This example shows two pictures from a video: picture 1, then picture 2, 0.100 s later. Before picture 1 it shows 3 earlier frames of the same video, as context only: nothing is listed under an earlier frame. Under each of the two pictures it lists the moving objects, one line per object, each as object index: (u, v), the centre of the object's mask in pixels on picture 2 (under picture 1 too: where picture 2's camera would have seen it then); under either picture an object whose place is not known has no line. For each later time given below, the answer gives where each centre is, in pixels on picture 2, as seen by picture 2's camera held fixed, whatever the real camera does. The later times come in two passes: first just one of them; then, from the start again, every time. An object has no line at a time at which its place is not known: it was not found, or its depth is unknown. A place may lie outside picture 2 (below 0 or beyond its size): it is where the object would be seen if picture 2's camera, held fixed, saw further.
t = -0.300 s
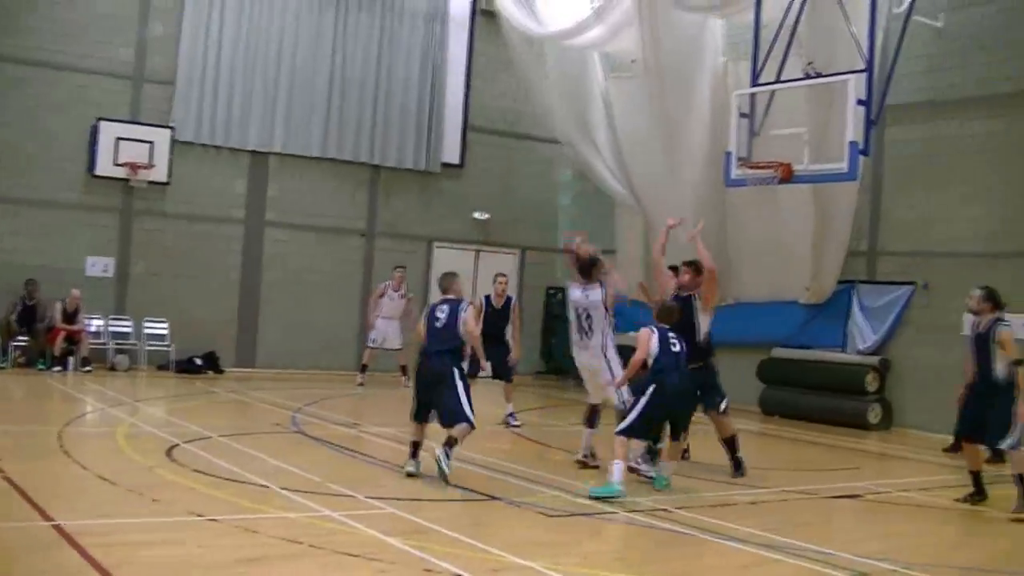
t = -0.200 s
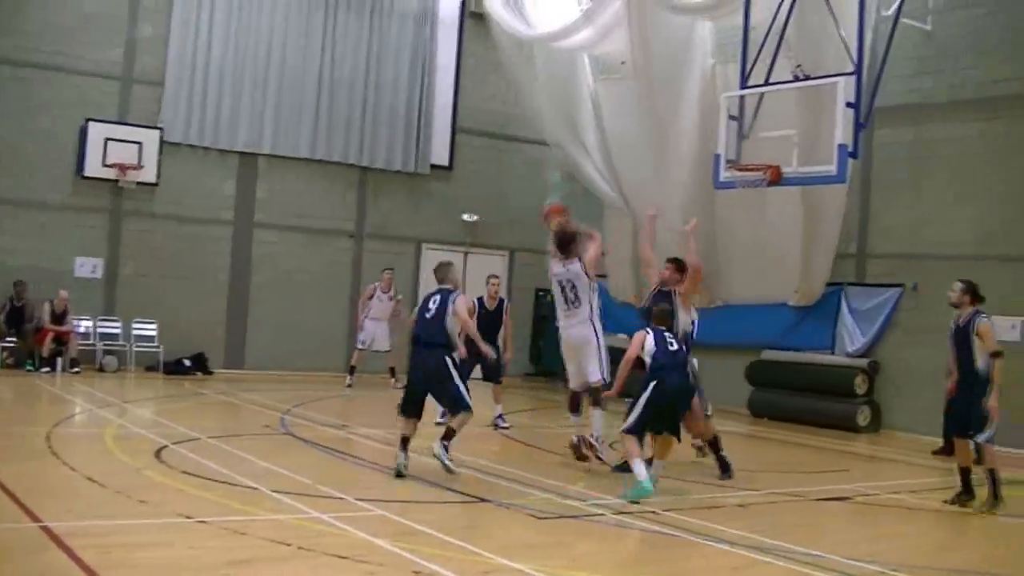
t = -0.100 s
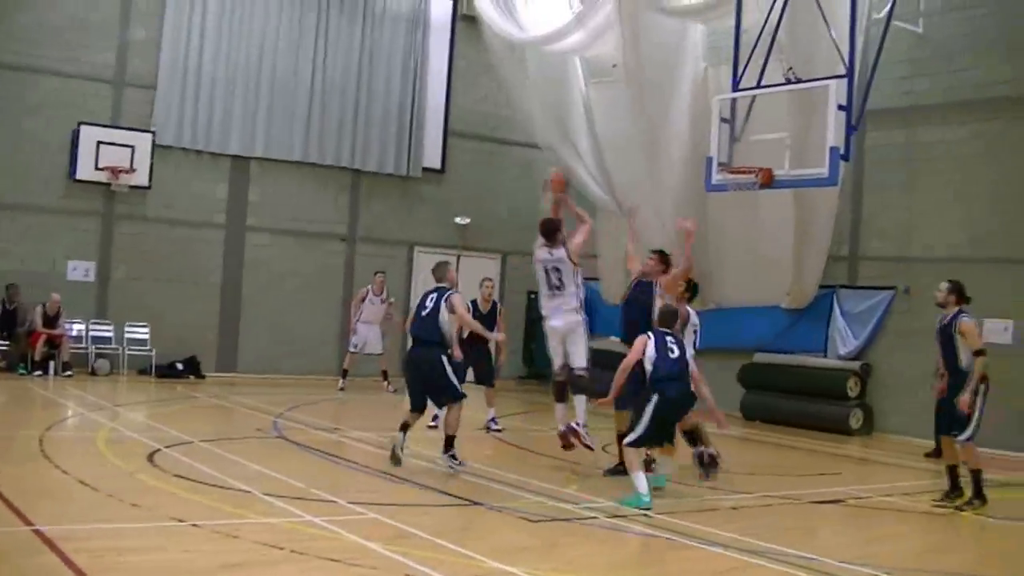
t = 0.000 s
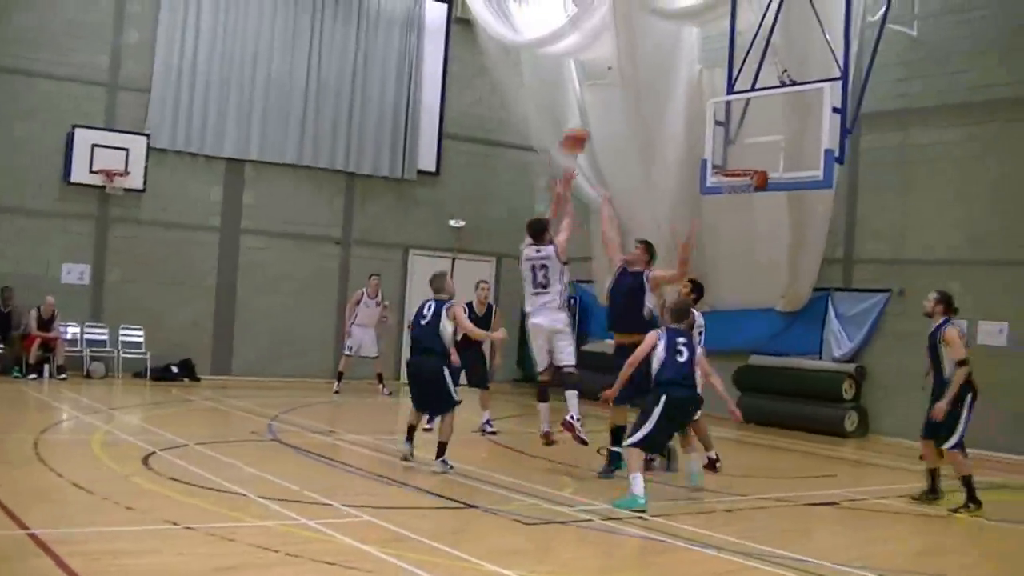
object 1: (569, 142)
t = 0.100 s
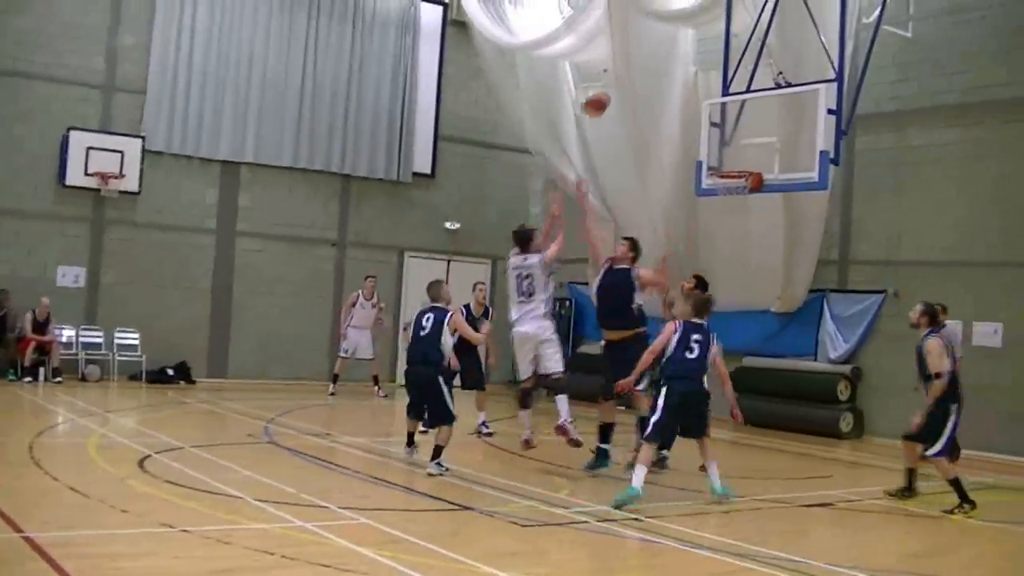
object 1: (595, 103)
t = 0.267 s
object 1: (633, 65)
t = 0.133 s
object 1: (603, 93)
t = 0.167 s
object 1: (610, 84)
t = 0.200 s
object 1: (619, 75)
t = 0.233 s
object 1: (626, 69)
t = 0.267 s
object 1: (633, 65)
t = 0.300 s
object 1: (641, 60)
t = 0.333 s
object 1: (648, 57)
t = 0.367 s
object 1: (655, 55)
